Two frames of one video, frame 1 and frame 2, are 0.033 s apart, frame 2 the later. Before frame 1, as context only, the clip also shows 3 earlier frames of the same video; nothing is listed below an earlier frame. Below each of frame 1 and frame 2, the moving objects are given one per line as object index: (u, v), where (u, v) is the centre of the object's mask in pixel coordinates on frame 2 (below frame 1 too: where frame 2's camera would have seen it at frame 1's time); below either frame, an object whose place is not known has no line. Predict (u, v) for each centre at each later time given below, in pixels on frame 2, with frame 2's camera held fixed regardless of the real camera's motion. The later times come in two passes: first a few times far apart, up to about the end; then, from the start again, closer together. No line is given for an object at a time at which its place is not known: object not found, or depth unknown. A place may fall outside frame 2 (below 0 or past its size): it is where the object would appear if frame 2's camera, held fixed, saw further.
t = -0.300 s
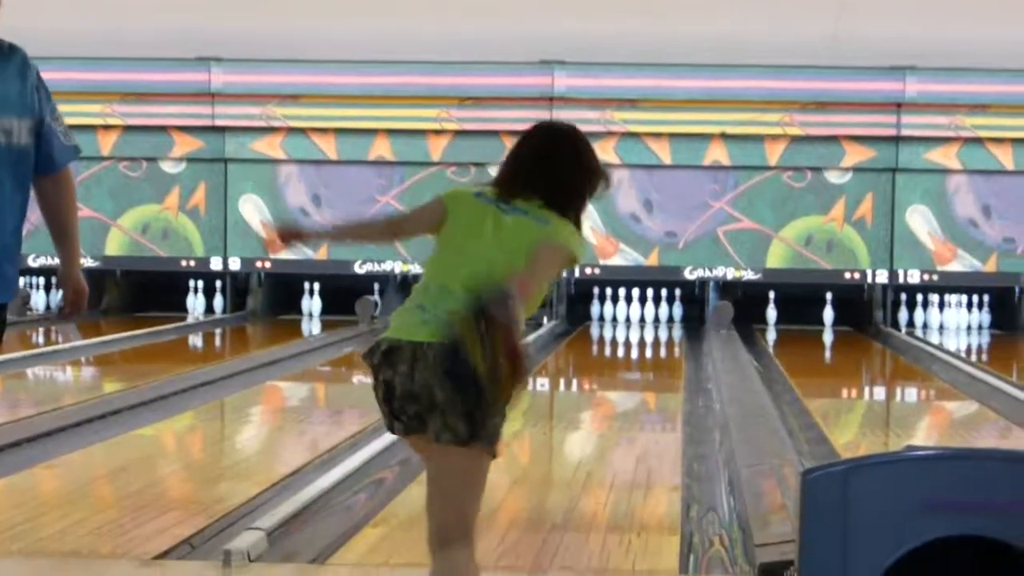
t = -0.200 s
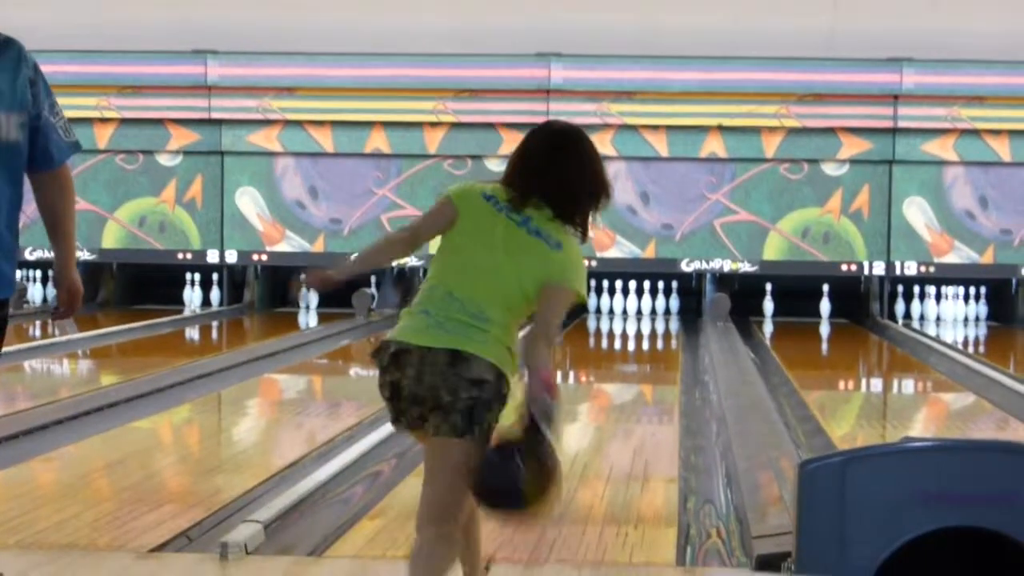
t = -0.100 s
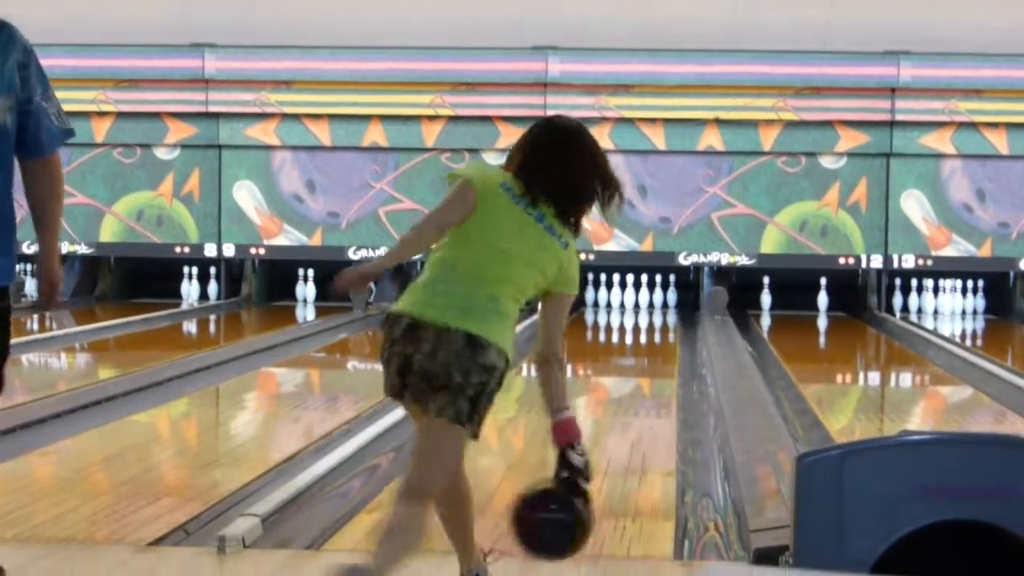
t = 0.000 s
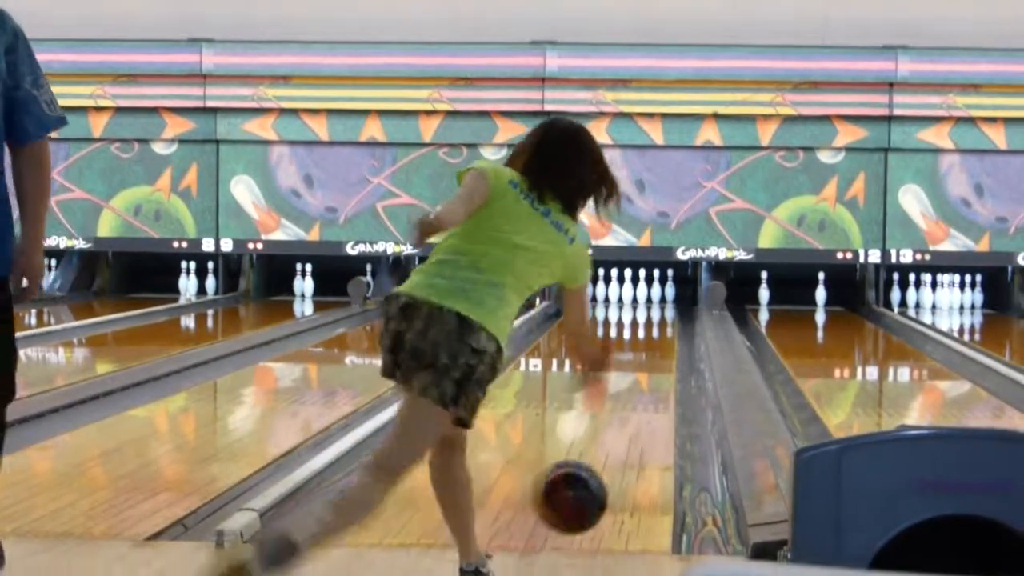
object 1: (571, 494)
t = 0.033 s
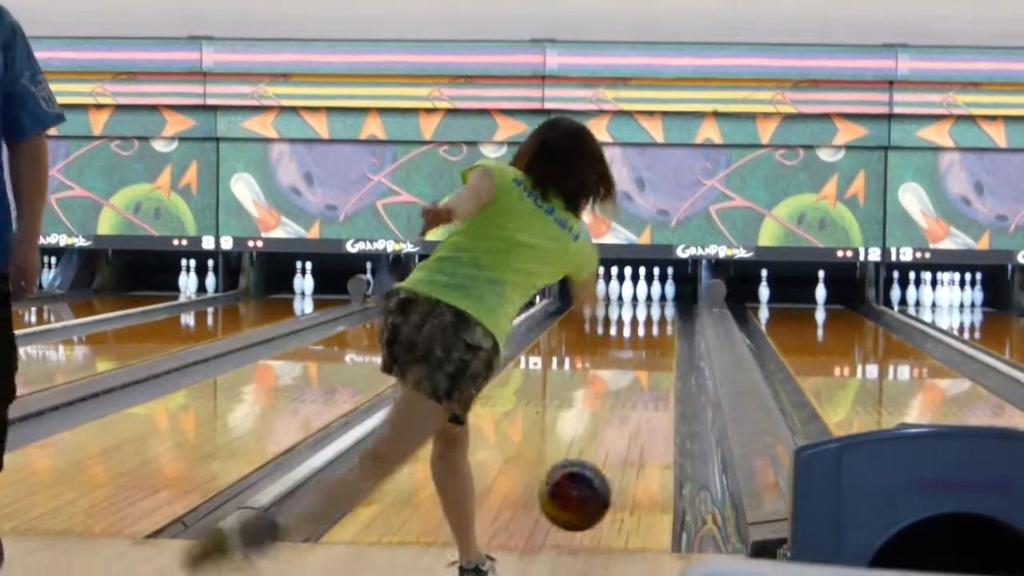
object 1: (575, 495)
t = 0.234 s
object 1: (600, 465)
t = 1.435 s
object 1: (654, 335)
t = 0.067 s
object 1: (580, 498)
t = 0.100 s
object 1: (584, 494)
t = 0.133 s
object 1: (588, 486)
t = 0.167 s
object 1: (592, 480)
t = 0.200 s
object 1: (596, 472)
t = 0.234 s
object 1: (600, 465)
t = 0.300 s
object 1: (606, 450)
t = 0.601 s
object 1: (627, 403)
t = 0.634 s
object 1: (629, 399)
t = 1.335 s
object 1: (653, 340)
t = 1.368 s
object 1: (653, 338)
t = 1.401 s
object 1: (653, 337)
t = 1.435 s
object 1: (654, 335)
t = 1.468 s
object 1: (654, 334)
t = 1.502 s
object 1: (656, 332)
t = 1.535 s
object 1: (656, 330)
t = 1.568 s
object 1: (656, 329)
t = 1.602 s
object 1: (657, 328)
